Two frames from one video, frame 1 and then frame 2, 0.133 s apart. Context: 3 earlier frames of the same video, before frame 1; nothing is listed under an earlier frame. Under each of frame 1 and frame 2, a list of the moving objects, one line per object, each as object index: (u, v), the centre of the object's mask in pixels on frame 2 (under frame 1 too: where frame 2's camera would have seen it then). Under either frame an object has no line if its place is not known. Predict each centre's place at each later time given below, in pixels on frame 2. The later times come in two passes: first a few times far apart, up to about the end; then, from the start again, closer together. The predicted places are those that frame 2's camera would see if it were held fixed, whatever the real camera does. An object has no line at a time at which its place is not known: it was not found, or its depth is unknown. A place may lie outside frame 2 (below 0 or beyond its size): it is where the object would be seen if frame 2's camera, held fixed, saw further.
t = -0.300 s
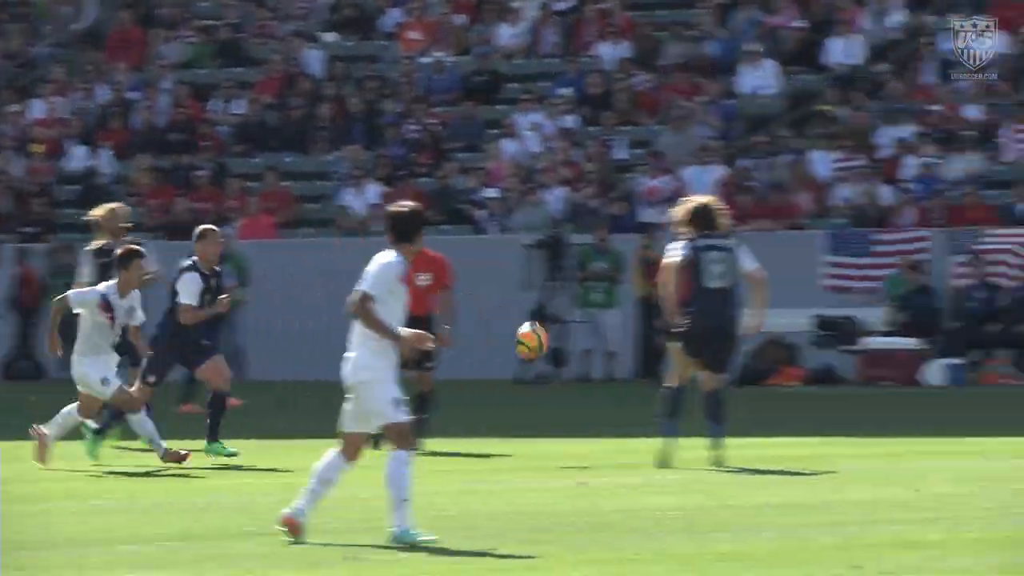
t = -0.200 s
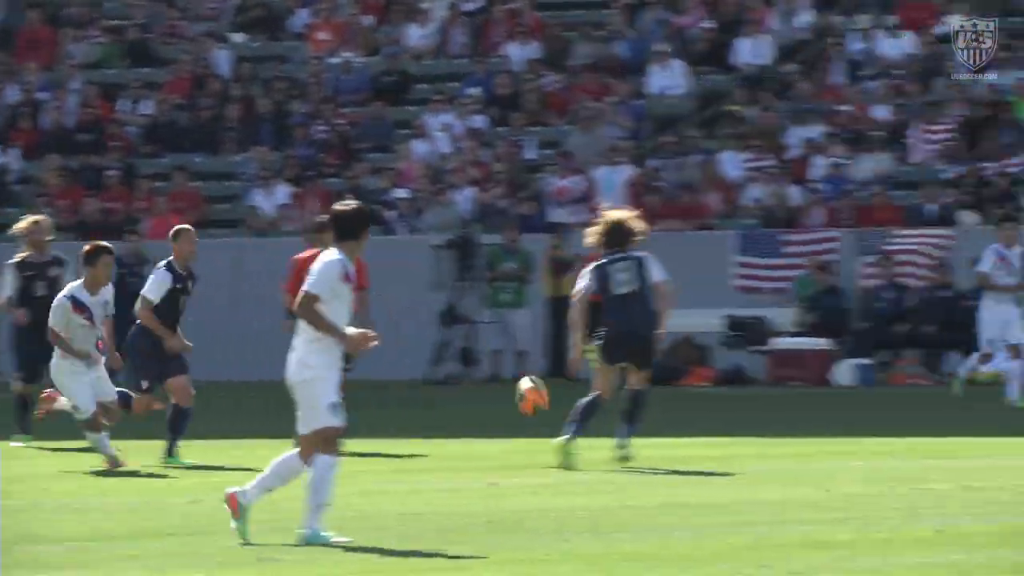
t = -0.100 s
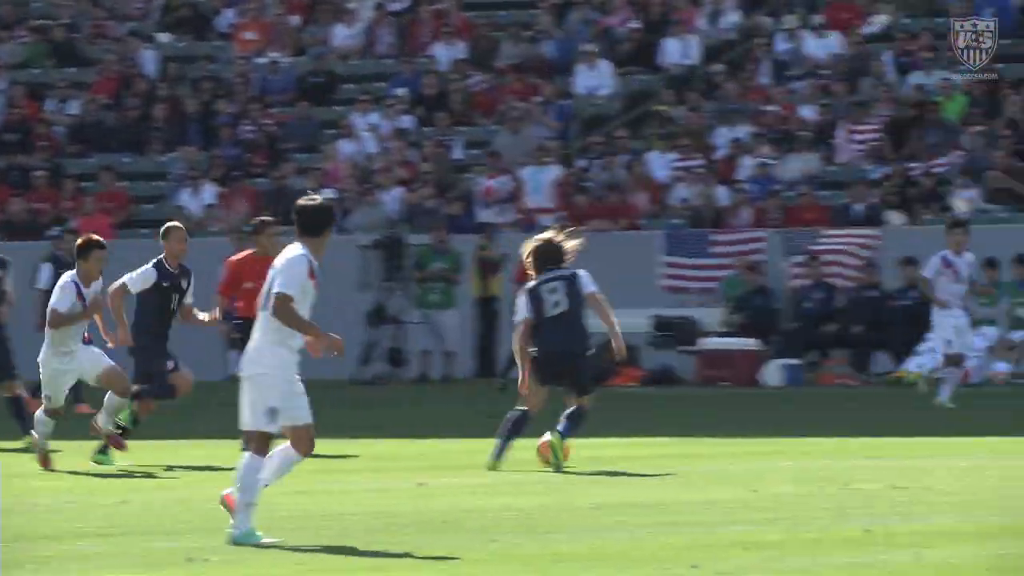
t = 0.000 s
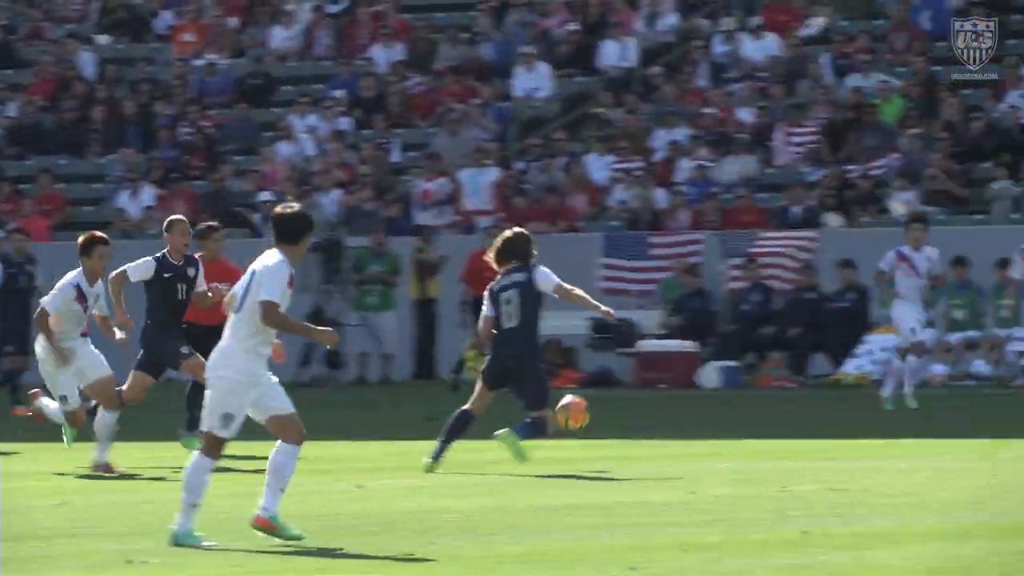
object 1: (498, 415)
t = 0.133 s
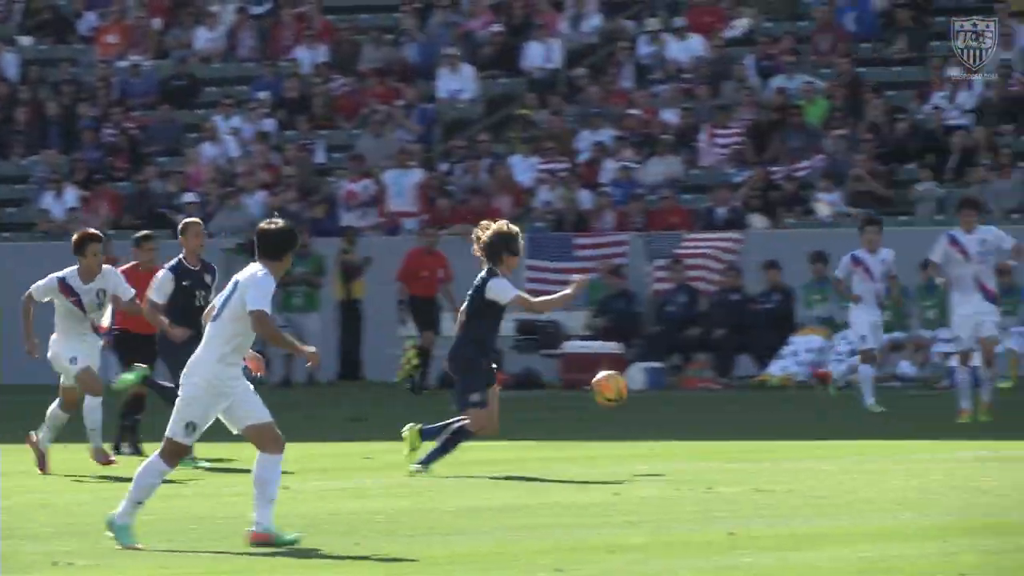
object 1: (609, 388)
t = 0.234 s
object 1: (694, 386)
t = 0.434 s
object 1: (868, 435)
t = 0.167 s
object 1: (636, 385)
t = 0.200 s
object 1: (666, 385)
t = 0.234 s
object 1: (694, 386)
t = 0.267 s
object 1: (723, 390)
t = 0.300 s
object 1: (751, 395)
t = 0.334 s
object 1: (780, 402)
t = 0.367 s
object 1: (810, 411)
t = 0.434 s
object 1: (868, 435)
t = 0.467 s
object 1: (898, 450)
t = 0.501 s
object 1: (927, 460)
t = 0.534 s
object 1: (951, 452)
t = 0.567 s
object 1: (975, 444)
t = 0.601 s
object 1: (999, 438)
